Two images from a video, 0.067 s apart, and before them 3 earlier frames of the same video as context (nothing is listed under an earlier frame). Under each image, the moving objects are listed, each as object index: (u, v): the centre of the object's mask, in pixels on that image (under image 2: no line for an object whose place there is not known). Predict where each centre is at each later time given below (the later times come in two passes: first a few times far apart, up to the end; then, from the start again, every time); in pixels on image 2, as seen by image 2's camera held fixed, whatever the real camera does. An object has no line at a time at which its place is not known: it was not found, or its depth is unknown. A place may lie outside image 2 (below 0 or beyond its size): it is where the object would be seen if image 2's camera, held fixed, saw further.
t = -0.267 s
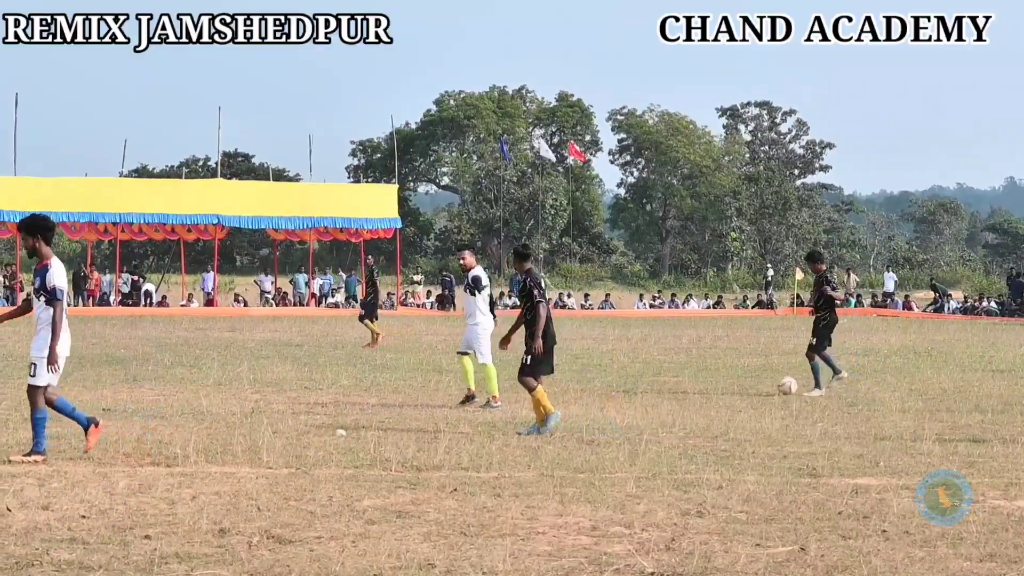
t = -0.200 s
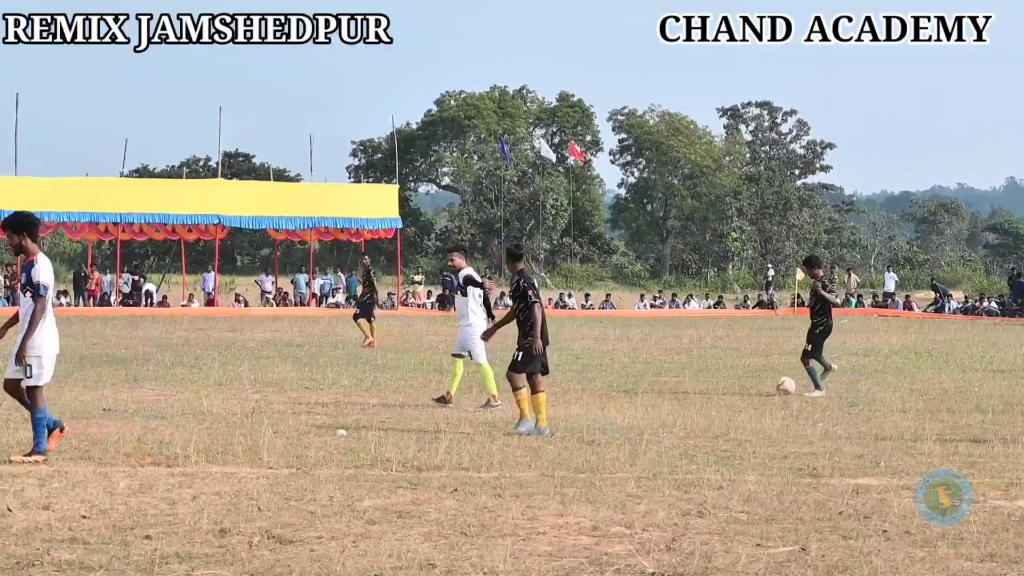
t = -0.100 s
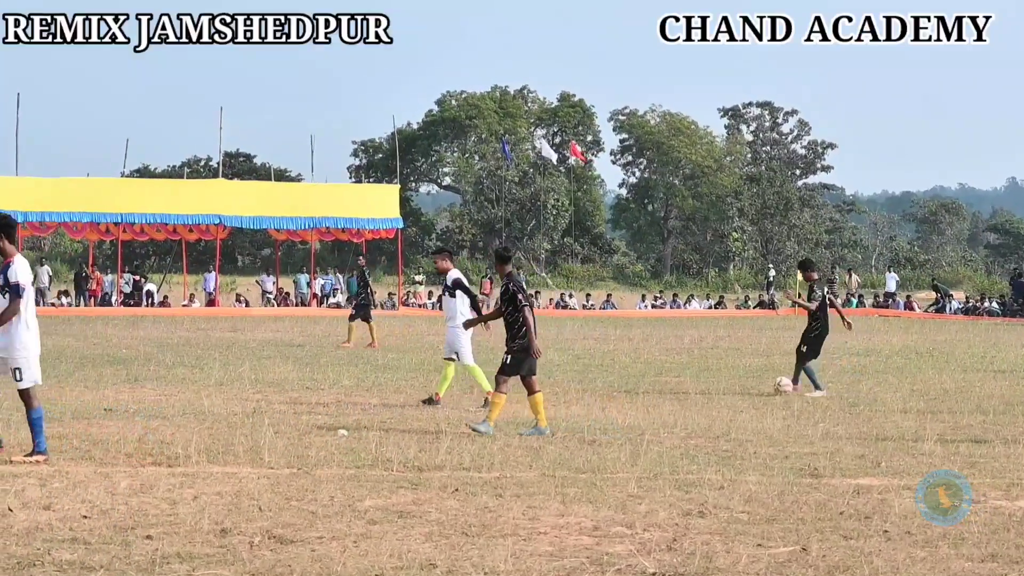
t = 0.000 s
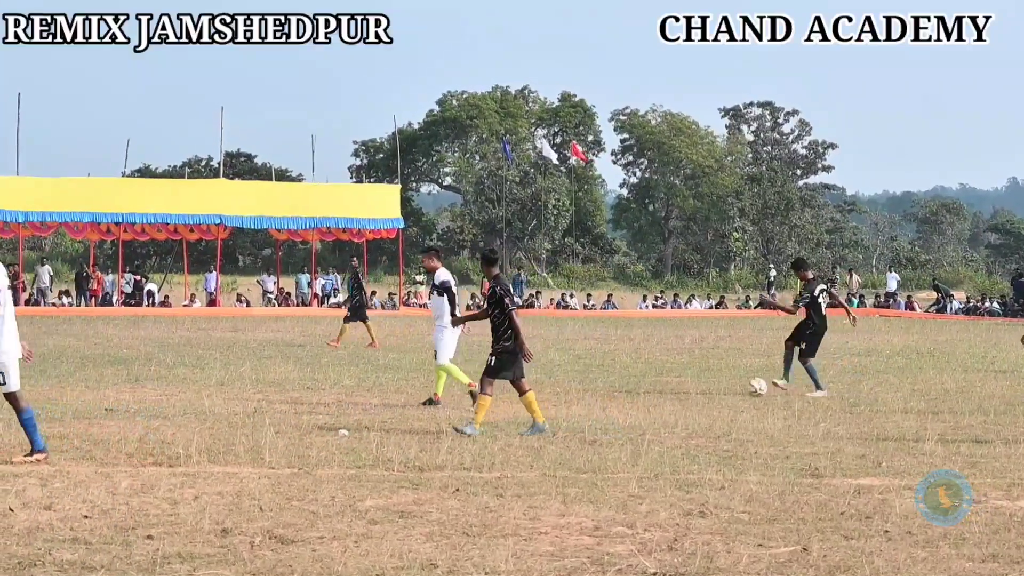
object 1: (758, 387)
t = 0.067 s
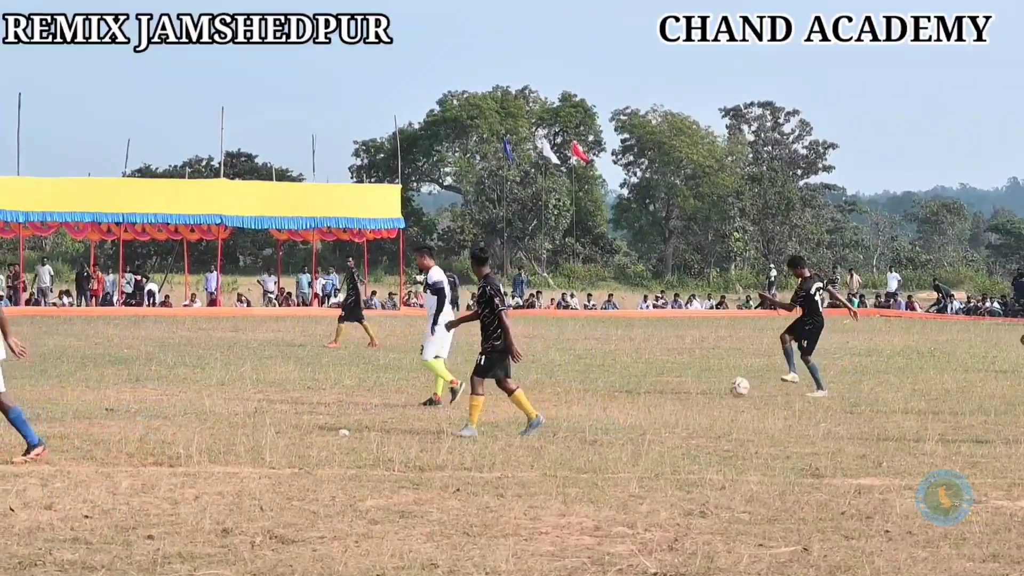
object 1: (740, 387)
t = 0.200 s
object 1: (706, 389)
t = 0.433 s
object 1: (655, 394)
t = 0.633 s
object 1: (616, 396)
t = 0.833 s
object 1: (577, 402)
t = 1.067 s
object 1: (532, 407)
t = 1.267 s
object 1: (492, 409)
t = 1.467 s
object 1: (451, 411)
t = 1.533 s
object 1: (437, 412)
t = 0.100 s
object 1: (731, 388)
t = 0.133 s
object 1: (721, 391)
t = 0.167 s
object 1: (713, 390)
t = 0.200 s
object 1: (706, 389)
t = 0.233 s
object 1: (697, 389)
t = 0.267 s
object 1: (689, 390)
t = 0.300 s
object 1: (681, 393)
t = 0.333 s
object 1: (674, 393)
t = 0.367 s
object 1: (668, 393)
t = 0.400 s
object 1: (662, 393)
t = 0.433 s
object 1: (655, 394)
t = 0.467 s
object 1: (649, 394)
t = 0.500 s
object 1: (642, 396)
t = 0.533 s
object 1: (636, 395)
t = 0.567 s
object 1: (629, 395)
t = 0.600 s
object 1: (622, 395)
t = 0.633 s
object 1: (616, 396)
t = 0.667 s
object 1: (610, 400)
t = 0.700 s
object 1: (603, 401)
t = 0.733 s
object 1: (596, 400)
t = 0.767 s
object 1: (590, 400)
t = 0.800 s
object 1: (586, 399)
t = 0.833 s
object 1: (577, 402)
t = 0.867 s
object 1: (570, 405)
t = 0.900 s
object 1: (564, 404)
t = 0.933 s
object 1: (558, 404)
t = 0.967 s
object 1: (551, 404)
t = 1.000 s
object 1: (545, 406)
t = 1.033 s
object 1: (538, 407)
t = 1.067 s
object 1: (532, 407)
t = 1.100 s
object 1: (525, 406)
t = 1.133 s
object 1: (519, 407)
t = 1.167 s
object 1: (512, 408)
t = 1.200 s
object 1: (505, 409)
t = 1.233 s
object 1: (499, 409)
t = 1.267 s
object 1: (492, 409)
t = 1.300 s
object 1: (486, 410)
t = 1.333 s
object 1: (478, 410)
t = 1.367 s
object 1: (472, 409)
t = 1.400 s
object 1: (465, 409)
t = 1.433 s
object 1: (458, 409)
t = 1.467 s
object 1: (451, 411)
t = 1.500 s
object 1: (445, 412)
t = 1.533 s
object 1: (437, 412)
